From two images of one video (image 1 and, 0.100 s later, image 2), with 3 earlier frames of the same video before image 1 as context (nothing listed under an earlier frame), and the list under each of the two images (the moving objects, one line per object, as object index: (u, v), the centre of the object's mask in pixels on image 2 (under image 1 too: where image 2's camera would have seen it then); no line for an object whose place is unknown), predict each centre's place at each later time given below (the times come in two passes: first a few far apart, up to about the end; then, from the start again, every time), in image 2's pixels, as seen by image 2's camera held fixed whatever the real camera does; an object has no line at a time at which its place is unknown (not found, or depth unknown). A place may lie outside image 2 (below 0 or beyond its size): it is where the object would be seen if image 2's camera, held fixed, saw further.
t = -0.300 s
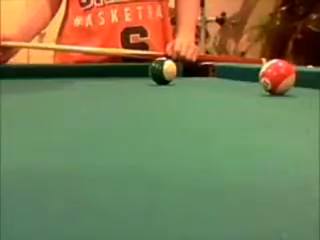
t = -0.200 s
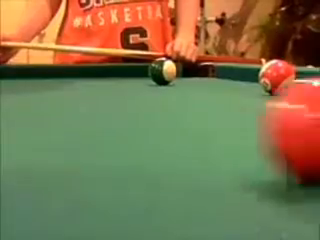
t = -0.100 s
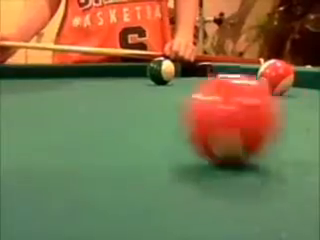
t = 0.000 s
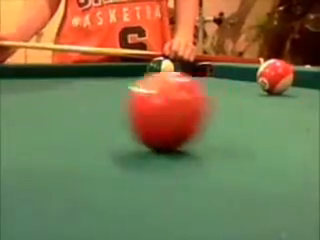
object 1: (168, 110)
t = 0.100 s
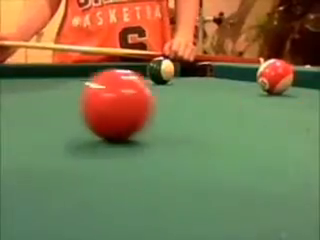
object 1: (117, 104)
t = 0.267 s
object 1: (56, 96)
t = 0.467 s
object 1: (11, 90)
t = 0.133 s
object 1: (103, 102)
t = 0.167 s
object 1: (90, 100)
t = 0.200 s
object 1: (78, 99)
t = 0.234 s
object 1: (66, 98)
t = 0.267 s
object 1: (56, 96)
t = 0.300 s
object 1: (47, 95)
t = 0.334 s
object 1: (37, 94)
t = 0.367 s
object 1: (29, 93)
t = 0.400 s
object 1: (22, 91)
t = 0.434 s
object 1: (15, 91)
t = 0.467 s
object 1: (11, 90)
